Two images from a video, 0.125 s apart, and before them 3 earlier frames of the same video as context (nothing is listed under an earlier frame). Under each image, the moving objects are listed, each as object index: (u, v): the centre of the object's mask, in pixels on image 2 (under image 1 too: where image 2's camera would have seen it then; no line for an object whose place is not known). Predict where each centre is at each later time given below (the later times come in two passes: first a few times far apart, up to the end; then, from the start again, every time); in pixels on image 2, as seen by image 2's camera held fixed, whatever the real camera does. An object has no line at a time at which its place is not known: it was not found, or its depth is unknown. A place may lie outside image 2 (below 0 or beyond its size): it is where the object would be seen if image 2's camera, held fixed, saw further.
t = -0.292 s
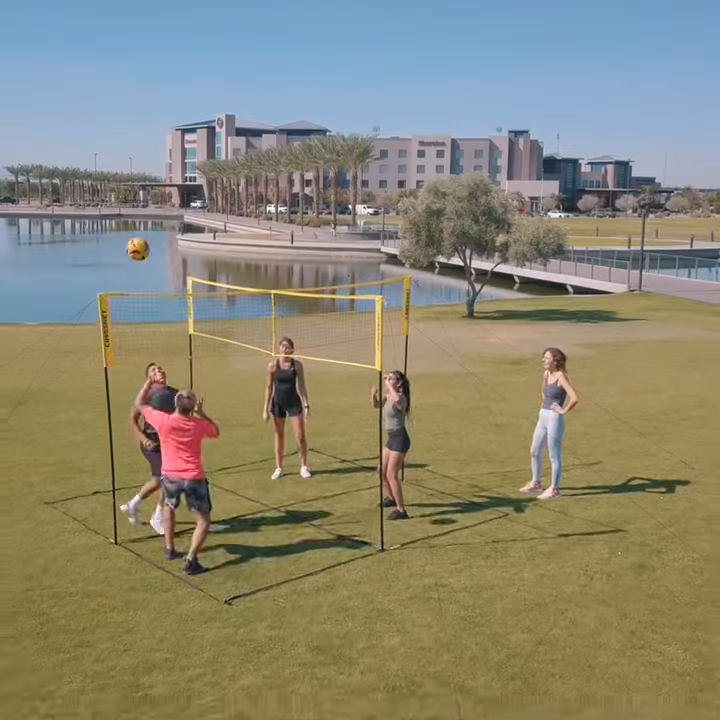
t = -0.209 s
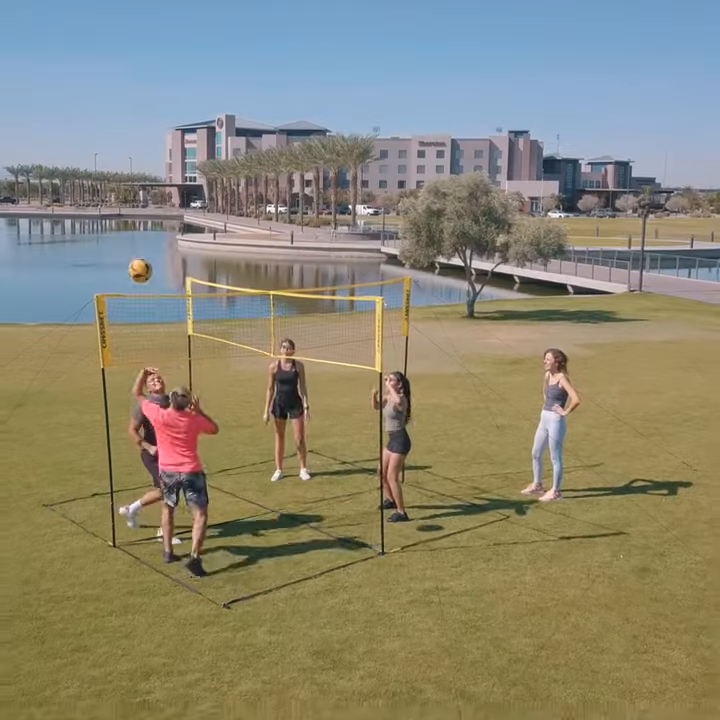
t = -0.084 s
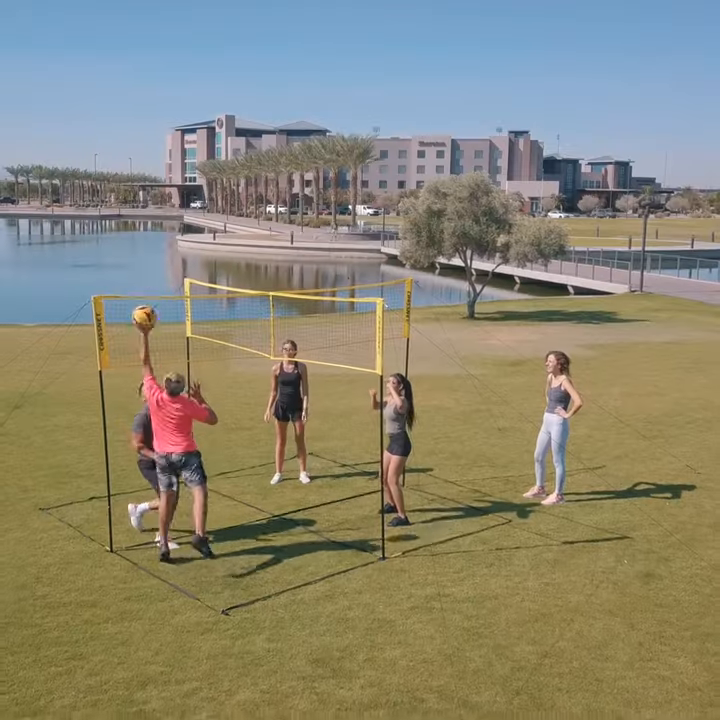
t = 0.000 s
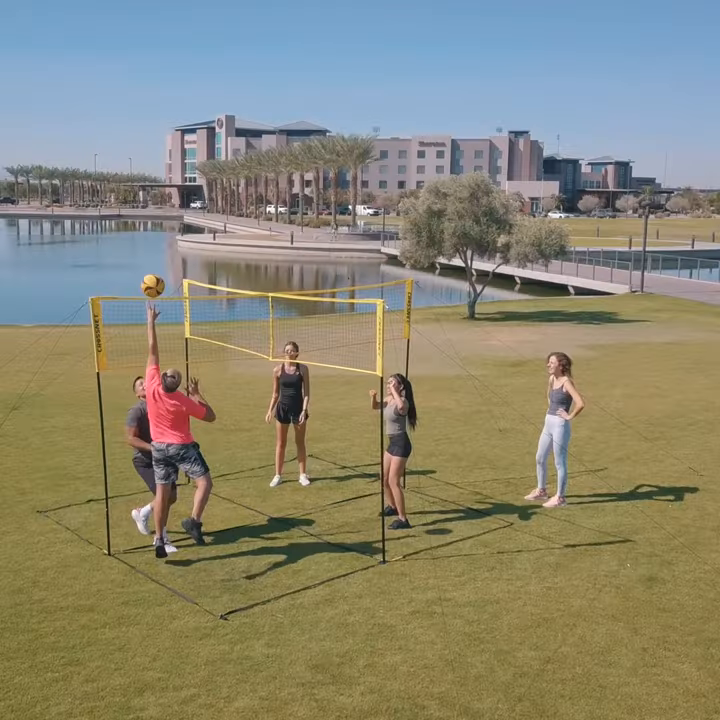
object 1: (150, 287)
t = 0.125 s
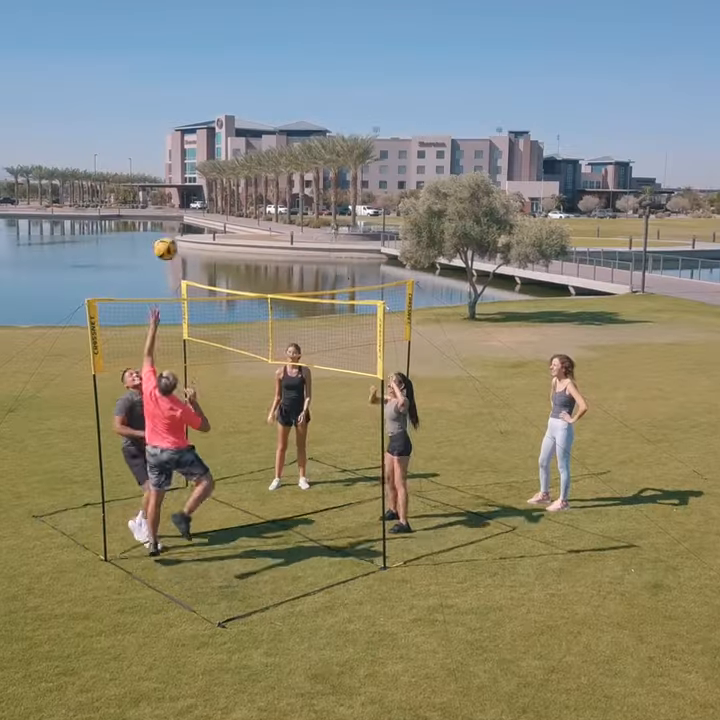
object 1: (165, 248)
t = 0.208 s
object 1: (174, 233)
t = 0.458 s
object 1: (200, 232)
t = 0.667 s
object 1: (221, 279)
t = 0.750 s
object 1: (233, 306)
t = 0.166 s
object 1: (170, 239)
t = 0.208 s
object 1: (174, 233)
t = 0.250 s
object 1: (178, 229)
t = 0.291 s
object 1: (182, 225)
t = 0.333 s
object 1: (186, 225)
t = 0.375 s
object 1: (191, 225)
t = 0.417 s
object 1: (194, 227)
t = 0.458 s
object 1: (200, 232)
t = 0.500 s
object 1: (205, 238)
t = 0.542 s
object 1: (209, 246)
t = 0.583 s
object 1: (213, 255)
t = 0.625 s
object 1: (217, 267)
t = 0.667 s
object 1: (221, 279)
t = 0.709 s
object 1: (229, 290)
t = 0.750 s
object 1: (233, 306)
